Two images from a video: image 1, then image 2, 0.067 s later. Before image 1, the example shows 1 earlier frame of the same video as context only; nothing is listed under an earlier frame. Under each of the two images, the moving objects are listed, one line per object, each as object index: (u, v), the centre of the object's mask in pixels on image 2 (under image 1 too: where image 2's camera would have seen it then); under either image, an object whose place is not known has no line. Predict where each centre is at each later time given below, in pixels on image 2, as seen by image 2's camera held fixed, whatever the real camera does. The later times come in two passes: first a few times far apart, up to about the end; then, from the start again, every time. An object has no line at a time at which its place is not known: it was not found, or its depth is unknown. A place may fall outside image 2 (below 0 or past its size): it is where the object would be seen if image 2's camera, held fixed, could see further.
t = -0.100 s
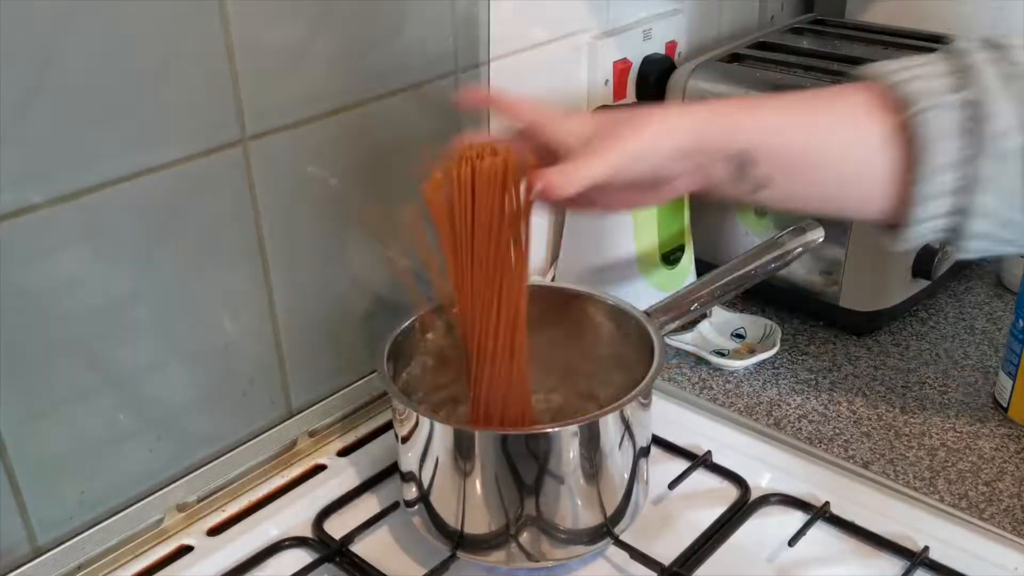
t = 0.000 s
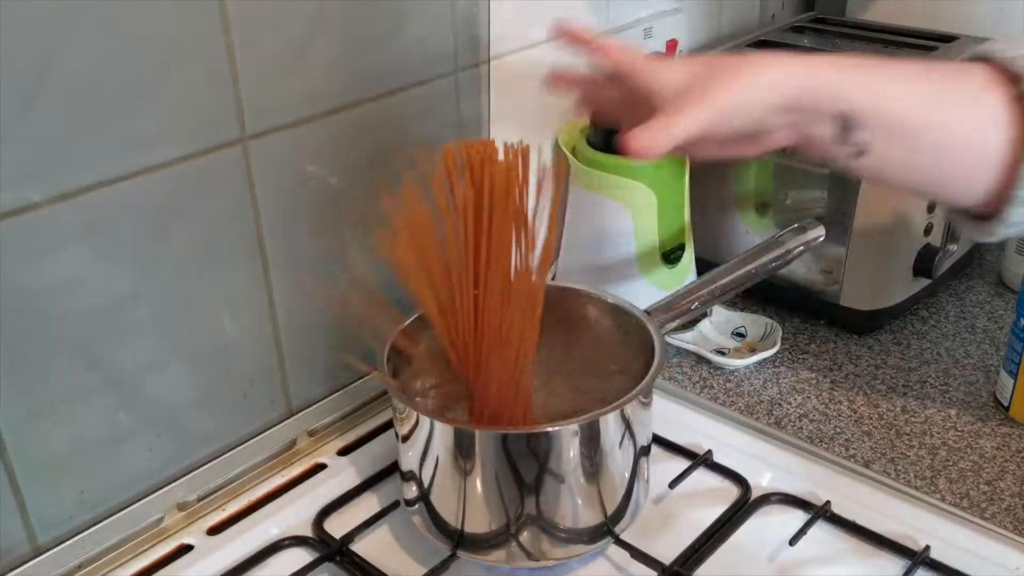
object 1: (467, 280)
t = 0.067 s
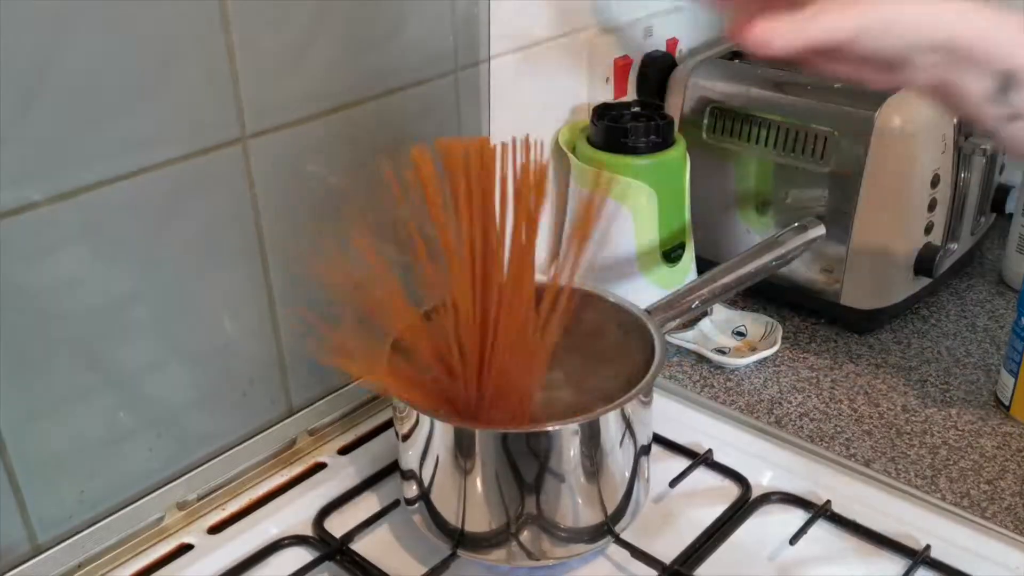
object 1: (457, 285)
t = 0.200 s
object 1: (489, 293)
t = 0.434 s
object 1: (515, 327)
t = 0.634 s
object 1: (514, 328)
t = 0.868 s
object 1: (514, 329)
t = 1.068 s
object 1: (514, 329)
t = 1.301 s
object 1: (515, 329)
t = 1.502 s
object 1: (515, 329)
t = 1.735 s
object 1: (516, 330)
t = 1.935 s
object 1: (515, 330)
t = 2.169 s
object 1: (516, 330)
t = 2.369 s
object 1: (516, 330)
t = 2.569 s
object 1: (516, 329)
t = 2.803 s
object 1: (515, 330)
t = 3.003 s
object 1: (514, 330)
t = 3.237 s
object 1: (514, 330)
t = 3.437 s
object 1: (514, 330)
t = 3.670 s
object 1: (515, 330)
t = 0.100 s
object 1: (464, 285)
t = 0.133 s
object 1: (478, 288)
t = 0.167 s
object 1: (483, 290)
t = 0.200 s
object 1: (489, 293)
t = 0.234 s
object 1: (494, 298)
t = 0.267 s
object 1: (505, 307)
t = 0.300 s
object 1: (503, 310)
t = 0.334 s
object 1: (507, 316)
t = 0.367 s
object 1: (510, 322)
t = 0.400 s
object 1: (515, 325)
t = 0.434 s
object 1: (515, 327)
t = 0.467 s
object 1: (514, 327)
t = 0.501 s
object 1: (514, 328)
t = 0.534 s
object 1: (516, 328)
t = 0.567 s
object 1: (516, 328)
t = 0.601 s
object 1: (515, 328)
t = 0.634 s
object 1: (514, 328)
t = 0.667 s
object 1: (513, 328)
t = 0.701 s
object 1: (515, 328)
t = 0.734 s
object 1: (515, 329)
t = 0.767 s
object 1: (516, 329)
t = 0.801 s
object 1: (515, 329)
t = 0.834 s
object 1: (514, 329)
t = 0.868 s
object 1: (514, 329)
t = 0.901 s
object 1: (516, 329)
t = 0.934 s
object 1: (515, 329)
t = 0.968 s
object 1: (516, 330)
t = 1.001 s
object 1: (515, 329)
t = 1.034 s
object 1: (516, 329)
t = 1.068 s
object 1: (514, 329)
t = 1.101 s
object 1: (515, 329)
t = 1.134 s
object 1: (515, 329)
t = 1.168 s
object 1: (515, 329)
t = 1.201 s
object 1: (515, 329)
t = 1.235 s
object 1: (515, 329)
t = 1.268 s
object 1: (515, 329)
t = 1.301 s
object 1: (515, 329)
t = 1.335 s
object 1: (515, 329)
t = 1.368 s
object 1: (515, 330)
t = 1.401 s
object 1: (515, 330)
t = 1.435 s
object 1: (515, 330)
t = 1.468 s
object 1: (515, 329)
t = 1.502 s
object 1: (515, 329)
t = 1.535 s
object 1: (515, 329)
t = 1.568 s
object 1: (515, 330)
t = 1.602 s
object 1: (515, 330)
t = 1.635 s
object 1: (515, 329)
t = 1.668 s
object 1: (515, 329)
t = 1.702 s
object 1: (516, 329)
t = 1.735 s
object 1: (516, 330)
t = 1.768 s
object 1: (515, 330)
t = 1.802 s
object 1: (515, 330)
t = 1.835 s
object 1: (516, 330)
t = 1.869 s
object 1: (516, 330)
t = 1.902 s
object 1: (515, 330)
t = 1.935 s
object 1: (515, 330)
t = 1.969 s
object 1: (516, 330)
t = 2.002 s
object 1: (516, 330)
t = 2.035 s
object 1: (516, 330)
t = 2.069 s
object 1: (516, 330)
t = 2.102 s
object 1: (516, 330)
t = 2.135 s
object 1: (516, 330)
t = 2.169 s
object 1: (516, 330)
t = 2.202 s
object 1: (515, 330)
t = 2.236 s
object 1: (517, 329)
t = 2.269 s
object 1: (516, 330)
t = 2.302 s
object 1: (515, 330)
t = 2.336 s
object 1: (516, 330)
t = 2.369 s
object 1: (516, 330)
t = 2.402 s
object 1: (516, 330)
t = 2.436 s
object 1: (516, 330)
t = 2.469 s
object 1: (516, 330)
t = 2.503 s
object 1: (516, 330)
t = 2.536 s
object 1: (515, 330)
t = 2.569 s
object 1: (516, 329)
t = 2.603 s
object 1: (517, 329)
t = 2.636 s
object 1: (516, 330)
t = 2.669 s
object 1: (517, 330)
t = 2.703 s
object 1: (516, 330)
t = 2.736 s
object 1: (516, 330)
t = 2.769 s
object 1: (515, 330)
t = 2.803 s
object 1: (515, 330)
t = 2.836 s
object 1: (515, 330)
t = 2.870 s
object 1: (515, 330)
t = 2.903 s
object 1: (515, 330)
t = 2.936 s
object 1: (515, 330)
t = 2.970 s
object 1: (514, 330)
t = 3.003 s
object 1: (514, 330)
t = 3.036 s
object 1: (516, 330)
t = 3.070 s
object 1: (516, 330)
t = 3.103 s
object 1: (515, 330)
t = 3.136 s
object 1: (515, 330)
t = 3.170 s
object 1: (515, 330)
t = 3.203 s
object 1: (515, 330)
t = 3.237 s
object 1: (514, 330)
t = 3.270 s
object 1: (515, 330)
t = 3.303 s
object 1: (514, 330)
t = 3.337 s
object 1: (515, 330)
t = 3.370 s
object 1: (514, 330)
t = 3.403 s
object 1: (514, 330)
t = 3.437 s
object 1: (514, 330)
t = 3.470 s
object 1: (514, 330)
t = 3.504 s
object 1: (514, 330)
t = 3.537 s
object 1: (515, 330)
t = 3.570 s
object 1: (515, 330)
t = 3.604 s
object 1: (514, 330)
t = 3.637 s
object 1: (514, 330)
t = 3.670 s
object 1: (515, 330)
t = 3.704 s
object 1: (515, 330)
